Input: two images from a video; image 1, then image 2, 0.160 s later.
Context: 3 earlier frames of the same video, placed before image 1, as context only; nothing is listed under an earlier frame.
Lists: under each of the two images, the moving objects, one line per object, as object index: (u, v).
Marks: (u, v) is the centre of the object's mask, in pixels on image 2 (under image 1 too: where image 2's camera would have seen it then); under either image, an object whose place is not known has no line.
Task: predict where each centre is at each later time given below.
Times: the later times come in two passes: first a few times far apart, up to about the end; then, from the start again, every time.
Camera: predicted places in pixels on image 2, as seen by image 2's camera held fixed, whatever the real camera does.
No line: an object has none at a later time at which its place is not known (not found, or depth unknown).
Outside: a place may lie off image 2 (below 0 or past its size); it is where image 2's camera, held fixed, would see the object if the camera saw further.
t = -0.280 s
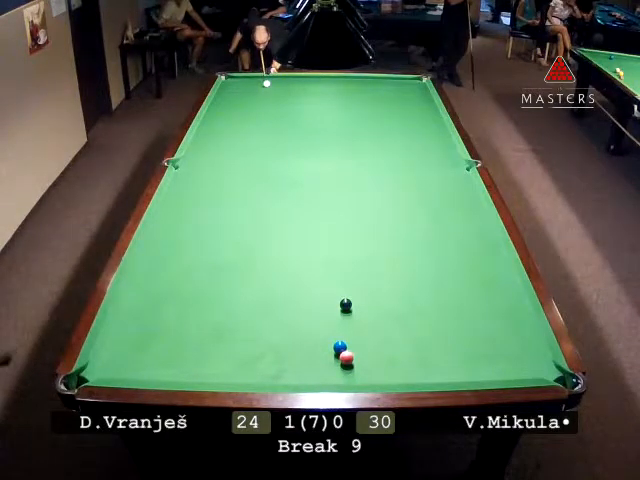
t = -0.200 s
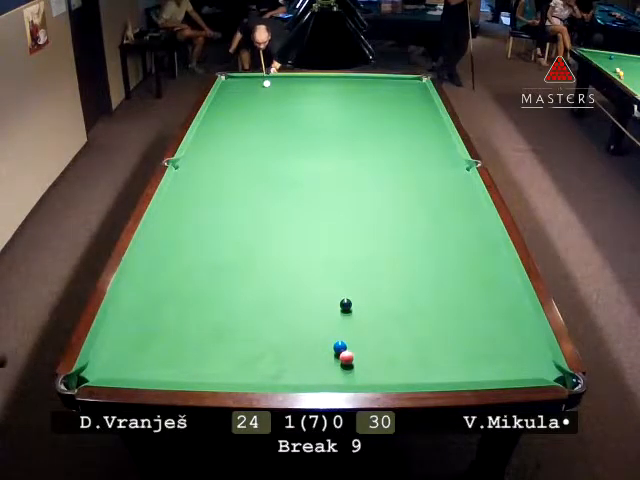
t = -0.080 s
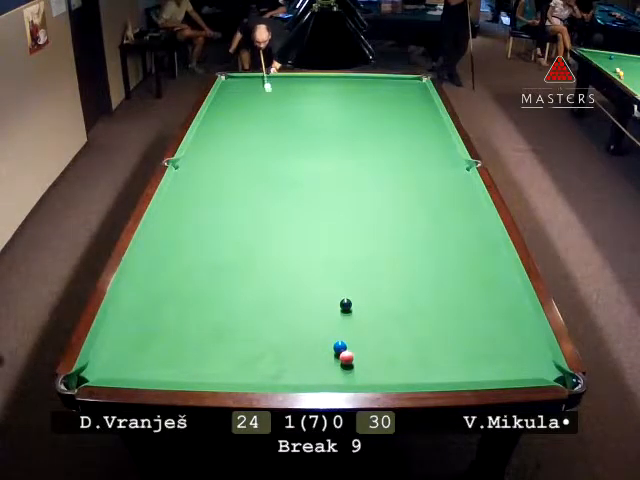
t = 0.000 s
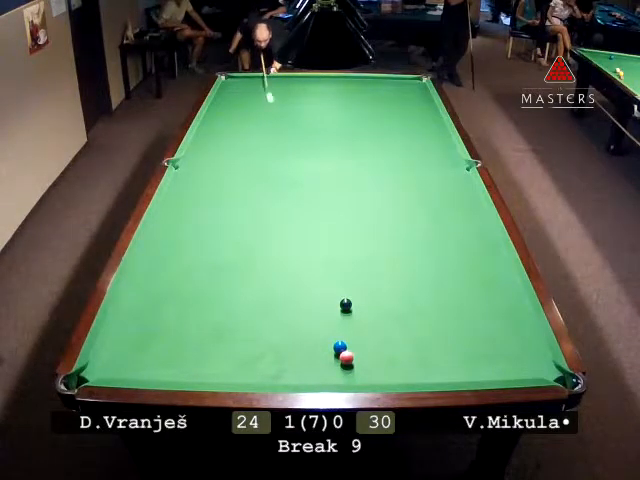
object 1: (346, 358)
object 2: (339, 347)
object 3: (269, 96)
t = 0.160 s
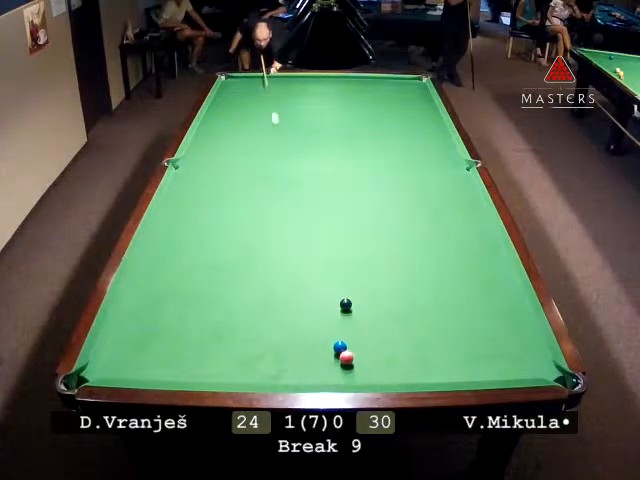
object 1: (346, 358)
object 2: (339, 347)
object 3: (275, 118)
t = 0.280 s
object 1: (346, 358)
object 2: (339, 347)
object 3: (278, 135)
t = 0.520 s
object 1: (346, 358)
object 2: (339, 347)
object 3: (288, 179)
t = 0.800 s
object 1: (346, 358)
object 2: (339, 347)
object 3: (304, 251)
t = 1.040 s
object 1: (346, 358)
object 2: (340, 347)
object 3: (325, 341)
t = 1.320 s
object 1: (358, 377)
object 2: (382, 342)
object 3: (289, 316)
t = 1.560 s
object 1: (363, 369)
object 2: (413, 338)
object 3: (269, 263)
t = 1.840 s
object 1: (369, 357)
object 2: (445, 333)
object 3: (252, 216)
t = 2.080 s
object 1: (374, 348)
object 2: (470, 329)
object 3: (240, 184)
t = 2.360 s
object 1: (378, 339)
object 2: (497, 326)
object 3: (229, 154)
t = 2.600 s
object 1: (381, 333)
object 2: (518, 323)
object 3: (221, 132)
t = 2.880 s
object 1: (384, 327)
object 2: (522, 320)
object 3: (214, 113)
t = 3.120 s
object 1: (386, 323)
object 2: (508, 319)
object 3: (218, 99)
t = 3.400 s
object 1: (387, 321)
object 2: (495, 318)
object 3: (231, 87)
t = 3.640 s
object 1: (388, 319)
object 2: (484, 317)
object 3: (241, 77)
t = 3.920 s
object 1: (388, 319)
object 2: (474, 317)
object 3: (245, 83)
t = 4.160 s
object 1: (388, 319)
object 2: (467, 316)
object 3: (249, 90)
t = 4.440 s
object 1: (388, 319)
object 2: (460, 315)
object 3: (254, 98)
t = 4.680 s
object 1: (388, 319)
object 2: (456, 315)
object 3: (259, 105)
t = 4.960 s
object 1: (388, 319)
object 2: (452, 315)
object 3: (263, 113)
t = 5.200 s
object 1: (388, 319)
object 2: (451, 314)
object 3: (268, 121)
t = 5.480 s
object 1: (388, 318)
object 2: (451, 314)
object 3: (273, 129)
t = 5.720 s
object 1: (388, 318)
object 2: (451, 314)
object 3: (278, 138)
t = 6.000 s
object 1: (388, 318)
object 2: (451, 314)
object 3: (284, 147)
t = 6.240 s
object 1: (388, 318)
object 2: (451, 314)
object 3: (288, 155)
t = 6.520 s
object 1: (388, 318)
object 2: (451, 314)
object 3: (294, 165)
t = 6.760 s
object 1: (388, 318)
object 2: (451, 315)
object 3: (299, 173)
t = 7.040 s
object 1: (388, 318)
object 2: (451, 315)
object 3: (305, 183)
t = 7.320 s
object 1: (388, 318)
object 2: (451, 314)
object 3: (311, 192)
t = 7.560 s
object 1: (388, 318)
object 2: (451, 314)
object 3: (316, 200)
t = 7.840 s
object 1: (388, 318)
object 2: (451, 314)
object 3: (322, 209)
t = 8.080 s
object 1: (388, 319)
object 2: (451, 314)
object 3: (327, 216)
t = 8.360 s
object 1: (388, 318)
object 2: (451, 314)
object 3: (332, 224)
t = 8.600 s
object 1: (388, 318)
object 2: (451, 314)
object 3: (336, 231)
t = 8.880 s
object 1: (388, 319)
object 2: (451, 314)
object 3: (340, 238)
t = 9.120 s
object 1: (388, 318)
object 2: (451, 314)
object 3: (343, 243)
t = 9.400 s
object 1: (388, 318)
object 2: (451, 314)
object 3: (347, 249)
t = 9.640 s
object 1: (388, 318)
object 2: (451, 314)
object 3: (350, 253)
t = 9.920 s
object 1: (388, 319)
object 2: (451, 314)
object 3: (352, 257)
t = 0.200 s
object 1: (346, 358)
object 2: (339, 347)
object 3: (276, 123)
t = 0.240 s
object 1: (346, 358)
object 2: (339, 347)
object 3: (277, 129)
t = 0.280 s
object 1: (346, 358)
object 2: (339, 347)
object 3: (278, 135)
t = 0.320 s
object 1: (346, 358)
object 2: (339, 347)
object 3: (279, 141)
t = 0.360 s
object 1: (346, 358)
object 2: (339, 347)
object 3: (281, 148)
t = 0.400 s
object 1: (346, 358)
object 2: (339, 347)
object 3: (282, 155)
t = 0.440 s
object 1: (346, 358)
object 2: (339, 347)
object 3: (284, 162)
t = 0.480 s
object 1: (346, 358)
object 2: (339, 347)
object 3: (286, 170)
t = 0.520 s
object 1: (346, 358)
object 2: (339, 347)
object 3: (288, 179)
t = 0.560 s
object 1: (346, 358)
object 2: (339, 347)
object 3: (290, 187)
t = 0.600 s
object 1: (346, 358)
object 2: (339, 347)
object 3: (292, 197)
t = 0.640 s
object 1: (346, 358)
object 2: (339, 347)
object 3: (294, 206)
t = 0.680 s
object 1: (346, 358)
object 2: (339, 347)
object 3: (297, 217)
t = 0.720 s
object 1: (346, 358)
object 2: (339, 347)
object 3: (299, 227)
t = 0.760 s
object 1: (346, 358)
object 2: (339, 347)
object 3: (301, 239)
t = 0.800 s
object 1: (346, 358)
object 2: (339, 347)
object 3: (304, 251)
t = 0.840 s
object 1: (346, 358)
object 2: (339, 347)
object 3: (308, 265)
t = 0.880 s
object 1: (346, 358)
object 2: (339, 347)
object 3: (311, 278)
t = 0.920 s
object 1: (346, 357)
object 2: (339, 347)
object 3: (314, 293)
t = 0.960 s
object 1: (346, 357)
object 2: (339, 347)
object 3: (318, 308)
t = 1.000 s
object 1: (346, 357)
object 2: (339, 347)
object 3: (322, 324)
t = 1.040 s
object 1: (346, 358)
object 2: (340, 347)
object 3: (325, 341)
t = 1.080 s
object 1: (348, 360)
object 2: (348, 346)
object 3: (320, 359)
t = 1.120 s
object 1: (350, 364)
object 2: (355, 346)
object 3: (313, 374)
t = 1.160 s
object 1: (352, 367)
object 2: (360, 345)
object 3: (307, 366)
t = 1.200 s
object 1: (353, 369)
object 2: (366, 344)
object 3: (302, 352)
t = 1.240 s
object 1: (354, 372)
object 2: (372, 344)
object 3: (297, 338)
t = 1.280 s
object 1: (356, 375)
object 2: (377, 343)
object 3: (293, 327)
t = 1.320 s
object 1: (358, 377)
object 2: (382, 342)
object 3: (289, 316)
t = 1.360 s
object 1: (359, 377)
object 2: (387, 341)
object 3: (285, 307)
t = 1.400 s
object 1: (360, 376)
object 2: (393, 341)
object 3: (282, 297)
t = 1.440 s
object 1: (361, 374)
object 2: (398, 340)
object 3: (279, 288)
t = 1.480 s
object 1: (361, 372)
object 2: (403, 339)
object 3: (275, 279)
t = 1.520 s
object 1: (362, 371)
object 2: (408, 339)
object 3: (272, 271)
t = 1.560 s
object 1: (363, 369)
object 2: (413, 338)
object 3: (269, 263)
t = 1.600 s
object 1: (364, 367)
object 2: (418, 337)
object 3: (266, 256)
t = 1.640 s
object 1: (365, 365)
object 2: (422, 337)
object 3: (264, 248)
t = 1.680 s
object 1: (366, 364)
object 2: (427, 336)
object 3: (261, 241)
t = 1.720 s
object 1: (367, 362)
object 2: (432, 335)
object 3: (258, 234)
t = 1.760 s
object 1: (368, 360)
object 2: (436, 335)
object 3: (256, 228)
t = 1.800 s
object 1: (368, 358)
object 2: (441, 334)
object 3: (254, 221)
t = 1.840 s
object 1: (369, 357)
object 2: (445, 333)
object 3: (252, 216)
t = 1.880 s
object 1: (370, 355)
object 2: (450, 332)
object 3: (249, 210)
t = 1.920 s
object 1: (371, 354)
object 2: (454, 332)
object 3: (247, 204)
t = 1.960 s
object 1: (372, 352)
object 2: (458, 331)
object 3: (245, 199)
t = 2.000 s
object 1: (372, 350)
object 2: (462, 331)
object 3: (244, 193)
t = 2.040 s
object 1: (373, 349)
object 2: (466, 330)
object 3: (242, 189)
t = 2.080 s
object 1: (374, 348)
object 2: (470, 329)
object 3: (240, 184)
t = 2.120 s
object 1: (374, 347)
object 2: (474, 329)
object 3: (238, 179)
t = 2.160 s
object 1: (375, 345)
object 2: (479, 328)
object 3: (236, 175)
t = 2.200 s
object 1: (376, 343)
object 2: (482, 328)
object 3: (234, 170)
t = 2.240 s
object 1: (376, 342)
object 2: (486, 327)
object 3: (233, 166)
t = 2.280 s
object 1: (377, 341)
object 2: (490, 327)
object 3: (231, 162)
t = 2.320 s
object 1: (378, 340)
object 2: (493, 326)
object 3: (230, 158)
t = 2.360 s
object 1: (378, 339)
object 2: (497, 326)
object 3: (229, 154)
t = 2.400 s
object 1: (379, 338)
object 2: (500, 325)
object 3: (227, 150)
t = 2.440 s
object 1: (379, 337)
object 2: (504, 325)
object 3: (226, 146)
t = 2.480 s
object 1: (380, 336)
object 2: (508, 324)
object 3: (225, 143)
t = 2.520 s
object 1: (380, 335)
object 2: (511, 324)
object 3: (224, 139)
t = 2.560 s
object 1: (381, 334)
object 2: (514, 324)
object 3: (222, 136)
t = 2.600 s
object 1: (381, 333)
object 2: (518, 323)
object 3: (221, 132)
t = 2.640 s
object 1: (382, 332)
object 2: (521, 322)
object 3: (220, 130)
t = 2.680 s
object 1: (382, 331)
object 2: (524, 321)
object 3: (219, 127)
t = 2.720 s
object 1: (383, 330)
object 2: (526, 321)
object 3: (218, 123)
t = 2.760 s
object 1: (383, 329)
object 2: (528, 321)
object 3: (217, 121)
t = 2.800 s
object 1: (383, 329)
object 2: (527, 321)
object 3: (216, 118)
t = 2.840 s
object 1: (384, 328)
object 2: (524, 321)
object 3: (215, 116)
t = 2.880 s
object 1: (384, 327)
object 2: (522, 320)
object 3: (214, 113)
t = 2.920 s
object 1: (385, 326)
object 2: (520, 320)
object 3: (213, 111)
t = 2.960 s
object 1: (385, 326)
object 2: (517, 319)
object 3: (212, 108)
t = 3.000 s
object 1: (385, 325)
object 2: (515, 320)
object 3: (212, 106)
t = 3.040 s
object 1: (385, 325)
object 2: (513, 320)
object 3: (214, 104)
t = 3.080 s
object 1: (386, 324)
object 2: (511, 319)
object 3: (216, 102)
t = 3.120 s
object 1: (386, 323)
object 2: (508, 319)
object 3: (218, 99)
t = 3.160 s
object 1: (386, 323)
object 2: (506, 319)
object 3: (219, 97)
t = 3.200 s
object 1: (386, 322)
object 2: (504, 319)
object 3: (222, 96)
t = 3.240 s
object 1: (387, 322)
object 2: (502, 318)
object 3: (224, 94)
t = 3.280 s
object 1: (387, 322)
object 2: (500, 318)
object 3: (226, 92)
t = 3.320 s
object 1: (387, 321)
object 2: (498, 318)
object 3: (227, 90)
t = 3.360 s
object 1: (387, 321)
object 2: (497, 318)
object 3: (229, 88)
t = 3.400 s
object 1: (387, 321)
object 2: (495, 318)
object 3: (231, 87)
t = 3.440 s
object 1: (387, 321)
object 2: (493, 318)
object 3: (232, 85)
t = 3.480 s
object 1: (388, 320)
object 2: (491, 318)
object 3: (234, 83)
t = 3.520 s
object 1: (388, 320)
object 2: (489, 318)
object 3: (235, 82)
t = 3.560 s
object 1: (388, 319)
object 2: (488, 318)
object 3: (237, 80)
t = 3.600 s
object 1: (388, 319)
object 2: (486, 318)
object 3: (238, 79)
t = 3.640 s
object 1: (388, 319)
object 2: (484, 317)
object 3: (241, 77)
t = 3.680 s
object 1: (388, 319)
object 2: (483, 317)
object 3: (241, 77)
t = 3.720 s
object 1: (388, 319)
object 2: (481, 317)
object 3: (243, 78)
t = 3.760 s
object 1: (388, 319)
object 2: (480, 317)
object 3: (243, 79)
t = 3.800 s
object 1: (388, 319)
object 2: (478, 317)
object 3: (243, 80)
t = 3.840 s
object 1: (388, 319)
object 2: (477, 317)
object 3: (244, 81)
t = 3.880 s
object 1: (388, 319)
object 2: (475, 317)
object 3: (244, 82)
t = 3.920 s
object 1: (388, 319)
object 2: (474, 317)
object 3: (245, 83)
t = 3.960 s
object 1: (388, 319)
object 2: (473, 317)
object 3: (246, 85)
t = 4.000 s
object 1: (388, 319)
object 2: (471, 316)
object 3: (247, 85)
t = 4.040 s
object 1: (388, 319)
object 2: (470, 316)
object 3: (247, 87)
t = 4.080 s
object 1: (388, 319)
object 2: (469, 316)
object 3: (248, 88)
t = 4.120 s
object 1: (388, 319)
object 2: (468, 316)
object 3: (248, 89)
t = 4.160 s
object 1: (388, 319)
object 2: (467, 316)
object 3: (249, 90)
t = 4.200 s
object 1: (388, 319)
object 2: (465, 316)
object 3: (250, 91)
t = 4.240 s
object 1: (388, 319)
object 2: (464, 316)
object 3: (250, 91)
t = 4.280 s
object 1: (388, 319)
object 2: (463, 316)
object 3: (251, 92)
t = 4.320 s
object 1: (388, 319)
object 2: (462, 316)
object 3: (251, 94)
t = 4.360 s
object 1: (388, 319)
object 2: (461, 315)
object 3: (252, 95)
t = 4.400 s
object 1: (388, 319)
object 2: (461, 315)
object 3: (252, 97)
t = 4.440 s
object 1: (388, 319)
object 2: (460, 315)
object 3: (254, 98)
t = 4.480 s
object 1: (388, 319)
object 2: (459, 315)
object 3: (255, 99)
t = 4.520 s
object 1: (388, 319)
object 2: (458, 315)
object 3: (255, 100)
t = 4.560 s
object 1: (388, 319)
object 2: (457, 315)
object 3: (256, 101)
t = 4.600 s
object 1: (388, 319)
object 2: (457, 315)
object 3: (256, 102)
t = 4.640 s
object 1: (388, 319)
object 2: (456, 315)
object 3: (258, 104)
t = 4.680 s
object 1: (388, 319)
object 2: (456, 315)
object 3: (259, 105)
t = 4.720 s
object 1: (388, 319)
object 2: (455, 315)
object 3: (259, 106)
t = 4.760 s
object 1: (388, 319)
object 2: (454, 315)
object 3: (260, 107)
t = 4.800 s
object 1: (388, 319)
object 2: (454, 315)
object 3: (260, 109)
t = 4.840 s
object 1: (388, 319)
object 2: (454, 315)
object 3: (261, 110)
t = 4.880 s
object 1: (388, 319)
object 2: (453, 315)
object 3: (262, 111)
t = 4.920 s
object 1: (388, 319)
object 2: (453, 315)
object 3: (262, 112)
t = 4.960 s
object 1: (388, 319)
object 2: (452, 315)
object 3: (263, 113)
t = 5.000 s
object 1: (388, 319)
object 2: (452, 315)
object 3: (264, 115)
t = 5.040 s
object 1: (388, 319)
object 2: (452, 315)
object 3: (264, 116)
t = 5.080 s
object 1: (388, 319)
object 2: (452, 315)
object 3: (266, 117)
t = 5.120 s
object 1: (388, 319)
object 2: (452, 315)
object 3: (266, 118)
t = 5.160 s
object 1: (388, 319)
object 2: (451, 314)
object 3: (267, 120)
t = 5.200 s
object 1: (388, 319)
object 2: (451, 314)
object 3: (268, 121)
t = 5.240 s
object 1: (388, 319)
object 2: (451, 314)
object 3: (268, 122)
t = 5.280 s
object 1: (388, 319)
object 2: (451, 314)
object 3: (269, 123)
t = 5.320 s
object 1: (388, 319)
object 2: (451, 314)
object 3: (270, 125)
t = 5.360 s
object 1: (388, 319)
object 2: (451, 314)
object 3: (271, 126)
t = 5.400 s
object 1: (388, 318)
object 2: (451, 314)
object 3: (272, 127)
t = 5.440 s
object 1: (388, 318)
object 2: (451, 314)
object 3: (272, 128)
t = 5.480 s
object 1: (388, 318)
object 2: (451, 314)
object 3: (273, 129)
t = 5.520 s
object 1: (388, 318)
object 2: (451, 314)
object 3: (274, 131)
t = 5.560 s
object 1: (388, 318)
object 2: (451, 314)
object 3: (275, 133)
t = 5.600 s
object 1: (388, 318)
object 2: (451, 314)
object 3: (275, 133)
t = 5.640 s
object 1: (388, 318)
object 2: (451, 314)
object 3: (276, 135)
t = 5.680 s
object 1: (388, 318)
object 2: (451, 314)
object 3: (277, 137)
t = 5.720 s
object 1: (388, 318)
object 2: (451, 314)
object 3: (278, 138)
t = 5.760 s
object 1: (388, 318)
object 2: (451, 314)
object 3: (279, 139)
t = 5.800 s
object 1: (388, 318)
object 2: (451, 314)
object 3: (280, 141)
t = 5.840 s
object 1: (388, 318)
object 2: (451, 314)
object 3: (280, 142)
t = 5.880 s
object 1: (388, 318)
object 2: (451, 314)
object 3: (281, 143)
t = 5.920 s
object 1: (388, 318)
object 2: (451, 314)
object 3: (282, 144)
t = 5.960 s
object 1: (388, 318)
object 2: (451, 314)
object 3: (283, 146)
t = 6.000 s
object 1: (388, 318)
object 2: (451, 314)
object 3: (284, 147)
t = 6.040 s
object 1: (388, 318)
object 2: (451, 314)
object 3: (284, 149)
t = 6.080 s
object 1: (388, 318)
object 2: (451, 314)
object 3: (285, 150)
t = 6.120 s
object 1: (388, 318)
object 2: (451, 314)
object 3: (286, 152)
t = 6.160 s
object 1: (388, 318)
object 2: (451, 314)
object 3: (287, 152)
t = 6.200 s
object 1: (388, 318)
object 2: (451, 314)
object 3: (288, 154)
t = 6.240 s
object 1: (388, 318)
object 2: (451, 314)
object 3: (288, 155)
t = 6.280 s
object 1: (388, 318)
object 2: (451, 314)
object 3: (288, 156)
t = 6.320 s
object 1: (388, 318)
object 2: (451, 314)
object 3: (291, 158)
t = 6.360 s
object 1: (388, 318)
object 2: (451, 314)
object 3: (291, 160)
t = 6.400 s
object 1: (388, 318)
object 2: (451, 314)
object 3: (292, 161)
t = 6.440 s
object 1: (388, 318)
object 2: (451, 314)
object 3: (293, 162)
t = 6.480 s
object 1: (388, 318)
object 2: (451, 314)
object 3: (294, 164)
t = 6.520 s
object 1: (388, 318)
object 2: (451, 314)
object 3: (294, 165)
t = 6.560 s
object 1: (388, 318)
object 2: (451, 315)
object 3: (295, 167)
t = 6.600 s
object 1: (388, 318)
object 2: (451, 314)
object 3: (296, 168)
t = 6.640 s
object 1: (388, 318)
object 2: (451, 314)
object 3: (297, 169)
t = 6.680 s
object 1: (388, 318)
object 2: (451, 315)
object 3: (298, 170)
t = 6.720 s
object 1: (388, 318)
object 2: (451, 315)
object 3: (299, 172)
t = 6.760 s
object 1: (388, 318)
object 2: (451, 315)
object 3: (299, 173)
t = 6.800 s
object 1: (388, 318)
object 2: (451, 314)
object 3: (300, 175)
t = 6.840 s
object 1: (388, 318)
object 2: (451, 315)
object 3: (301, 176)
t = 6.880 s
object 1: (388, 318)
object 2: (451, 315)
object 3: (302, 177)
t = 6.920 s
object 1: (388, 318)
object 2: (451, 315)
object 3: (303, 179)
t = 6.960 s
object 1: (388, 318)
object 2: (451, 315)
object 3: (304, 180)
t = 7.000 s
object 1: (388, 318)
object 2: (451, 315)
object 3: (305, 182)
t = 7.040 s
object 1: (388, 318)
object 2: (451, 315)
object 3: (305, 183)
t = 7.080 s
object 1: (388, 318)
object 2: (451, 315)
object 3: (306, 184)
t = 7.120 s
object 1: (388, 318)
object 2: (451, 315)
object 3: (308, 185)
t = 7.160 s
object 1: (388, 318)
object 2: (451, 315)
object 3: (308, 187)
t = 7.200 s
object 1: (388, 318)
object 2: (451, 315)
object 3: (309, 188)
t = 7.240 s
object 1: (388, 318)
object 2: (451, 315)
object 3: (310, 189)
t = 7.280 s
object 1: (388, 318)
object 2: (451, 315)
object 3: (310, 190)
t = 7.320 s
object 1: (388, 318)
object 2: (451, 314)
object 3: (311, 192)
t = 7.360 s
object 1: (388, 318)
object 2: (451, 314)
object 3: (312, 193)
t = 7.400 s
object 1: (388, 318)
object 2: (451, 314)
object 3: (313, 194)
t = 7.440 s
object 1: (388, 318)
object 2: (451, 314)
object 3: (314, 196)
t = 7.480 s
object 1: (388, 318)
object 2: (451, 314)
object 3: (315, 197)
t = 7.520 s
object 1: (388, 318)
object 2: (451, 314)
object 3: (315, 199)
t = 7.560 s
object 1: (388, 318)
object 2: (451, 314)
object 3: (316, 200)
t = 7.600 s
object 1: (388, 318)
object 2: (451, 314)
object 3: (317, 201)
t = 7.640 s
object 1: (388, 318)
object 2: (451, 314)
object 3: (318, 202)
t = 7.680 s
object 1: (388, 318)
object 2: (451, 314)
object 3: (319, 204)
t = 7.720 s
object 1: (388, 318)
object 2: (451, 314)
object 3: (320, 205)
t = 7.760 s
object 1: (388, 318)
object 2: (451, 314)
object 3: (321, 206)
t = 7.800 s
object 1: (388, 319)
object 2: (451, 314)
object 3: (321, 207)
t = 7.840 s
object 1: (388, 318)
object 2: (451, 314)
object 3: (322, 209)
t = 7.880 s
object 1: (388, 319)
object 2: (451, 314)
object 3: (323, 210)
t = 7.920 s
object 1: (388, 319)
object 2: (451, 314)
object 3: (324, 211)
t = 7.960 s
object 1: (388, 319)
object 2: (451, 314)
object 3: (325, 212)
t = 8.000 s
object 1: (388, 319)
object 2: (451, 314)
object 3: (325, 214)
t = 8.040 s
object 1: (388, 319)
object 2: (451, 314)
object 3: (326, 215)
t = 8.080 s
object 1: (388, 319)
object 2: (451, 314)
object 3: (327, 216)
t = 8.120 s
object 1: (388, 318)
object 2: (451, 314)
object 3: (327, 217)
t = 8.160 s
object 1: (388, 318)
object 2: (451, 314)
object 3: (328, 218)
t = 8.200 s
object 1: (388, 318)
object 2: (451, 314)
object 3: (329, 220)
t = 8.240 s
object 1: (388, 318)
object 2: (451, 314)
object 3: (330, 221)
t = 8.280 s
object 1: (388, 318)
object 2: (451, 314)
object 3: (330, 222)
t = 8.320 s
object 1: (388, 318)
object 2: (451, 314)
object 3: (331, 223)
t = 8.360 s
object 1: (388, 318)
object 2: (451, 314)
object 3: (332, 224)
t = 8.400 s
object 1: (388, 318)
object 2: (451, 314)
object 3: (332, 225)
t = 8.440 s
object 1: (388, 318)
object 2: (451, 314)
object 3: (333, 226)
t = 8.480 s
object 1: (388, 318)
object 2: (451, 314)
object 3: (334, 228)
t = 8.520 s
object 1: (388, 318)
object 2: (451, 314)
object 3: (334, 228)
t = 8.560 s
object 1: (388, 318)
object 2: (451, 314)
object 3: (335, 229)
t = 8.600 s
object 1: (388, 318)
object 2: (451, 314)
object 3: (336, 231)
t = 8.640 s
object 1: (388, 318)
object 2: (451, 314)
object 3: (336, 232)
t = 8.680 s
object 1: (388, 319)
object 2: (451, 314)
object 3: (337, 233)
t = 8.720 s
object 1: (388, 318)
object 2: (451, 314)
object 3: (337, 234)
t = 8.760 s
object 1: (388, 318)
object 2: (451, 314)
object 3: (338, 235)
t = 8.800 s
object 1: (388, 319)
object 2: (451, 314)
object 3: (339, 236)
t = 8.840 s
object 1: (388, 319)
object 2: (451, 314)
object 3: (340, 237)
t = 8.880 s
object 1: (388, 319)
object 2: (451, 314)
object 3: (340, 238)
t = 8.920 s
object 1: (388, 318)
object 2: (451, 314)
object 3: (341, 239)
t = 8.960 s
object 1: (388, 318)
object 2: (451, 314)
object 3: (341, 240)
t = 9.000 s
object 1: (388, 318)
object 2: (451, 314)
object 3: (342, 241)
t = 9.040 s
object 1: (388, 318)
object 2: (451, 314)
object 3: (342, 242)
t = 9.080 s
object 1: (388, 318)
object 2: (451, 314)
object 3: (343, 243)
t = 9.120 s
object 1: (388, 318)
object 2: (451, 314)
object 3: (343, 243)
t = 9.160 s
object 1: (388, 318)
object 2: (451, 314)
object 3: (344, 244)
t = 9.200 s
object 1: (388, 318)
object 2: (451, 314)
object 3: (345, 245)
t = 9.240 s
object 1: (388, 318)
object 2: (451, 314)
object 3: (345, 246)
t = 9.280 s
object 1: (388, 318)
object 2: (451, 314)
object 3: (346, 247)
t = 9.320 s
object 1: (388, 318)
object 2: (451, 314)
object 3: (346, 248)
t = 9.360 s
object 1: (388, 318)
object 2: (451, 314)
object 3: (346, 248)
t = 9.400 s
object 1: (388, 318)
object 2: (451, 314)
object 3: (347, 249)
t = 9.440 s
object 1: (388, 318)
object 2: (451, 314)
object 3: (347, 249)
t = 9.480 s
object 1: (388, 318)
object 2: (451, 314)
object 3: (348, 251)
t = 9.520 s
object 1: (388, 318)
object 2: (451, 314)
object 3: (348, 251)
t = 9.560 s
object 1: (388, 318)
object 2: (451, 314)
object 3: (349, 252)
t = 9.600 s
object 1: (388, 318)
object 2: (451, 314)
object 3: (350, 253)
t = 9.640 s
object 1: (388, 318)
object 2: (451, 314)
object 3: (350, 253)
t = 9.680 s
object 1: (388, 318)
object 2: (451, 314)
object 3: (350, 254)
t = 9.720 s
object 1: (388, 318)
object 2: (451, 314)
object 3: (350, 254)
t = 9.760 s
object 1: (388, 318)
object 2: (451, 314)
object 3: (351, 255)
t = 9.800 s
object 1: (388, 318)
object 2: (451, 314)
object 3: (351, 256)
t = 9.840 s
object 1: (388, 318)
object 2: (451, 314)
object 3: (351, 256)
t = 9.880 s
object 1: (388, 319)
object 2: (451, 314)
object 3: (352, 257)
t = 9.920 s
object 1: (388, 319)
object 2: (451, 314)
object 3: (352, 257)
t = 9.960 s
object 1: (388, 319)
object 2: (451, 314)
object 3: (352, 258)
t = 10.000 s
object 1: (388, 319)
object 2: (451, 314)
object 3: (353, 259)
